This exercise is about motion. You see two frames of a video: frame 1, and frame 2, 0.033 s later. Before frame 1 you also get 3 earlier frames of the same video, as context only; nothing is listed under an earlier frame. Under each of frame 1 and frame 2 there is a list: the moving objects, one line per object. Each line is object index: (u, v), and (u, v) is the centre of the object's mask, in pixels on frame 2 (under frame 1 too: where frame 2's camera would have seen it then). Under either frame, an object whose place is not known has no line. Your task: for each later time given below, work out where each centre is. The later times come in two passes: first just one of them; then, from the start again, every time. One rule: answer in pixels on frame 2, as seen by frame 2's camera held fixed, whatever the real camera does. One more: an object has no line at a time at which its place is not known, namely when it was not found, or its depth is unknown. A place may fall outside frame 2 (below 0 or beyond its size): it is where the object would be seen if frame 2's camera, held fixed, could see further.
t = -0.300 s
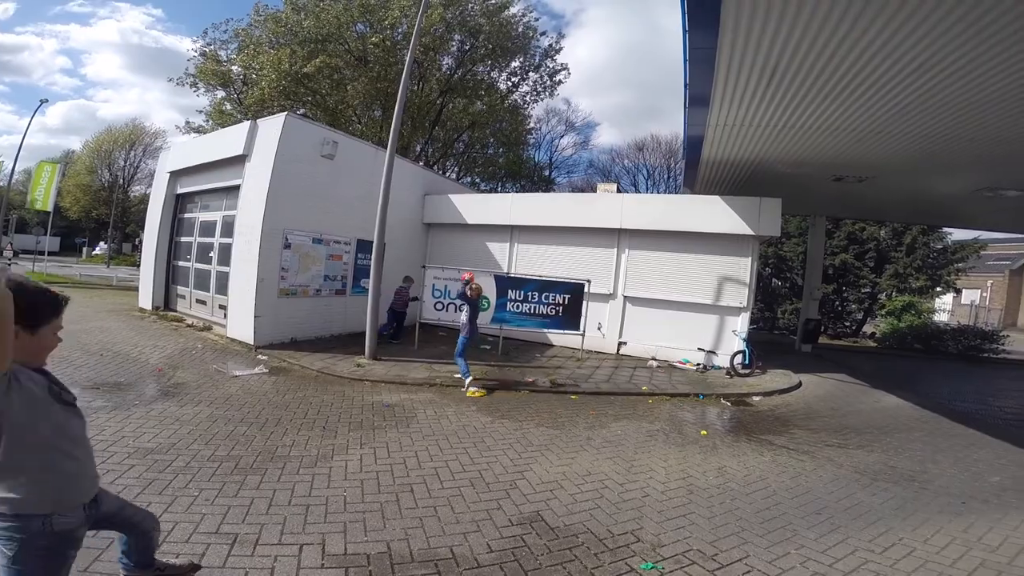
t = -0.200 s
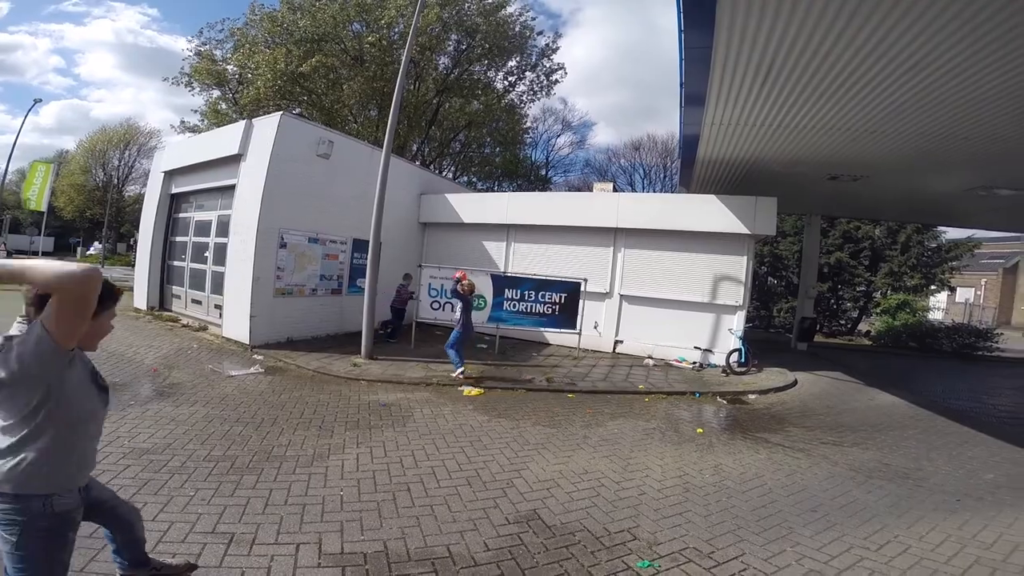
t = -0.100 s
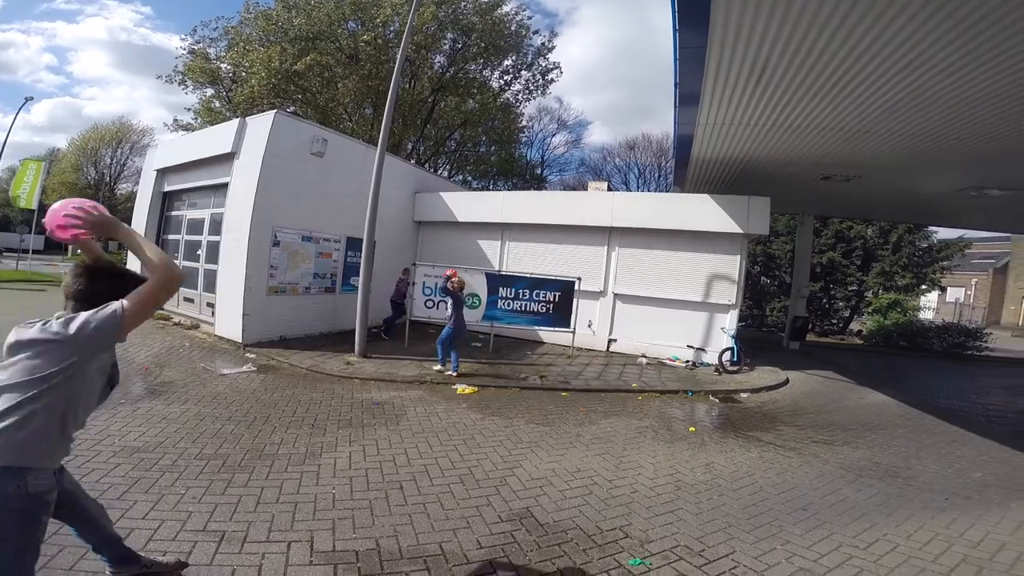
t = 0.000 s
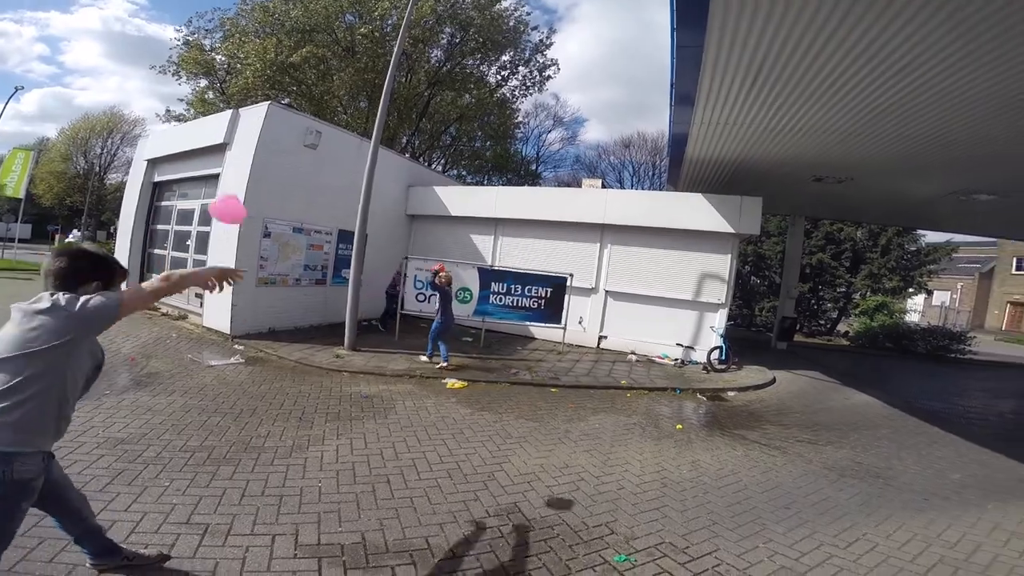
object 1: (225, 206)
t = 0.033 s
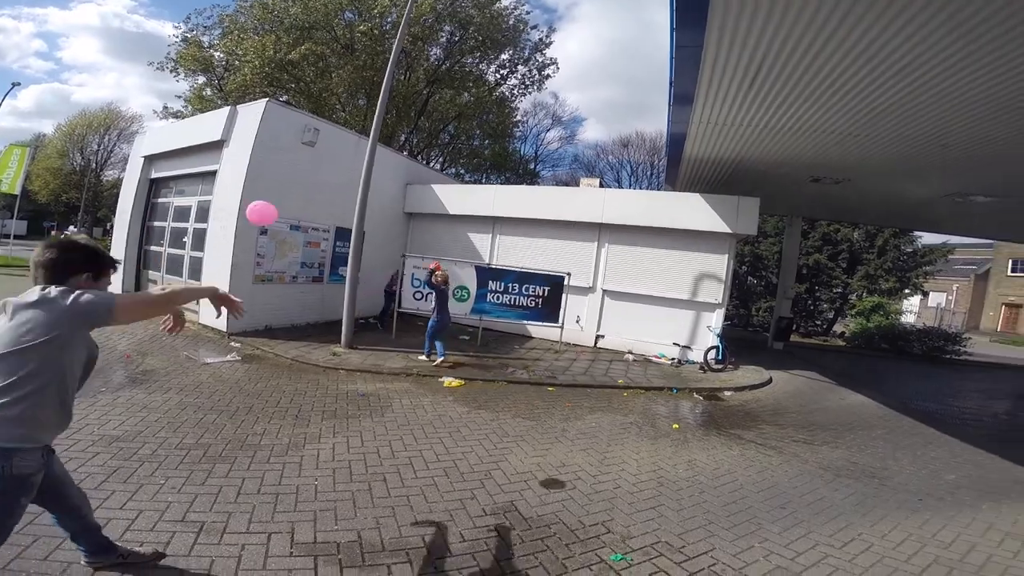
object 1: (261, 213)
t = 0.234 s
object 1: (374, 260)
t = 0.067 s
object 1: (292, 220)
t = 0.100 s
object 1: (316, 228)
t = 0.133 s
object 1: (335, 236)
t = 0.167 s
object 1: (350, 243)
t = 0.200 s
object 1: (363, 252)
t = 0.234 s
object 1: (374, 260)
